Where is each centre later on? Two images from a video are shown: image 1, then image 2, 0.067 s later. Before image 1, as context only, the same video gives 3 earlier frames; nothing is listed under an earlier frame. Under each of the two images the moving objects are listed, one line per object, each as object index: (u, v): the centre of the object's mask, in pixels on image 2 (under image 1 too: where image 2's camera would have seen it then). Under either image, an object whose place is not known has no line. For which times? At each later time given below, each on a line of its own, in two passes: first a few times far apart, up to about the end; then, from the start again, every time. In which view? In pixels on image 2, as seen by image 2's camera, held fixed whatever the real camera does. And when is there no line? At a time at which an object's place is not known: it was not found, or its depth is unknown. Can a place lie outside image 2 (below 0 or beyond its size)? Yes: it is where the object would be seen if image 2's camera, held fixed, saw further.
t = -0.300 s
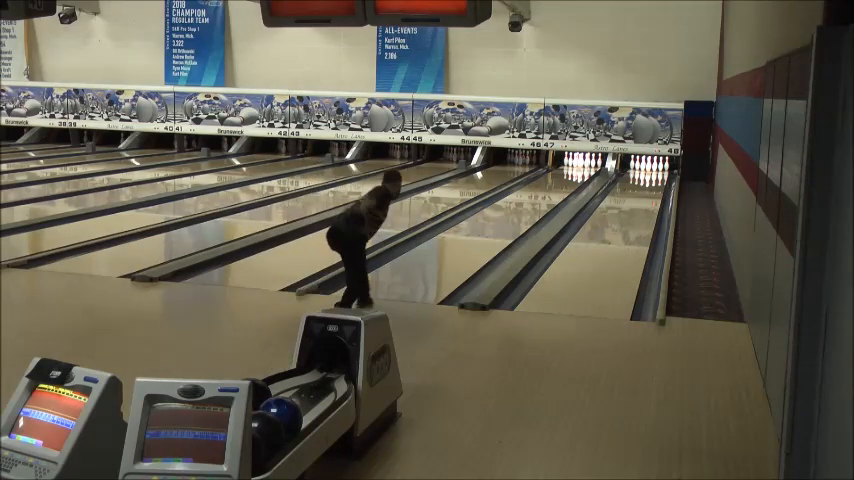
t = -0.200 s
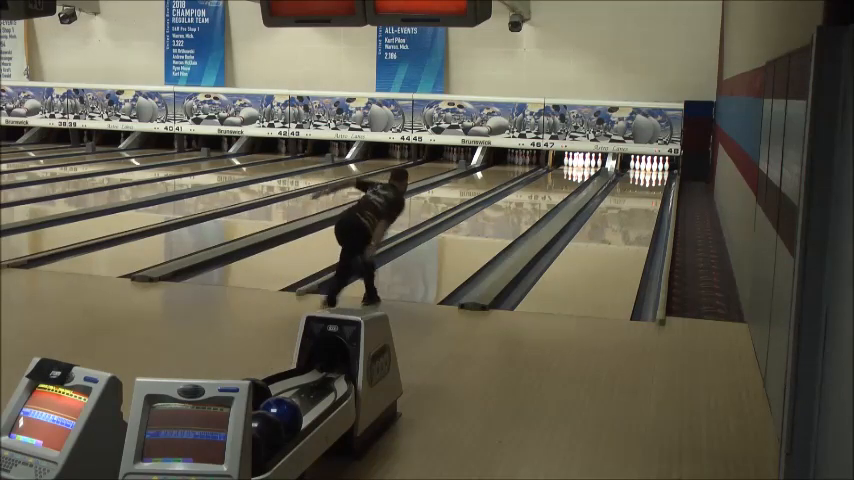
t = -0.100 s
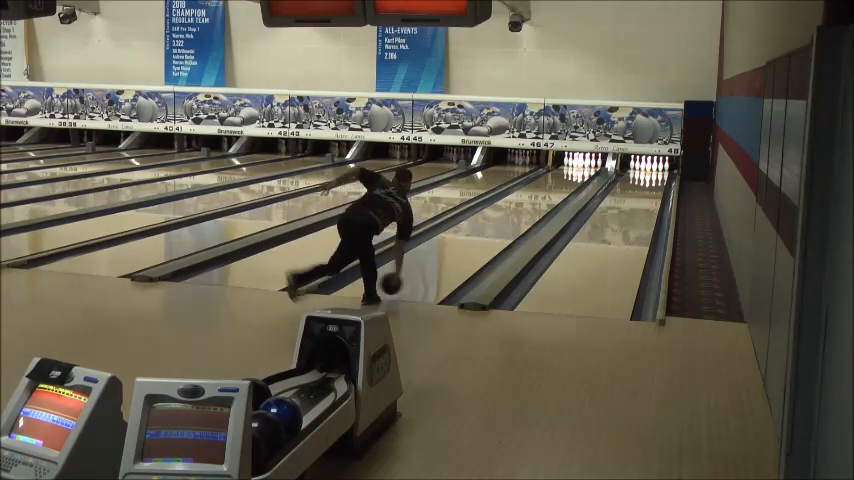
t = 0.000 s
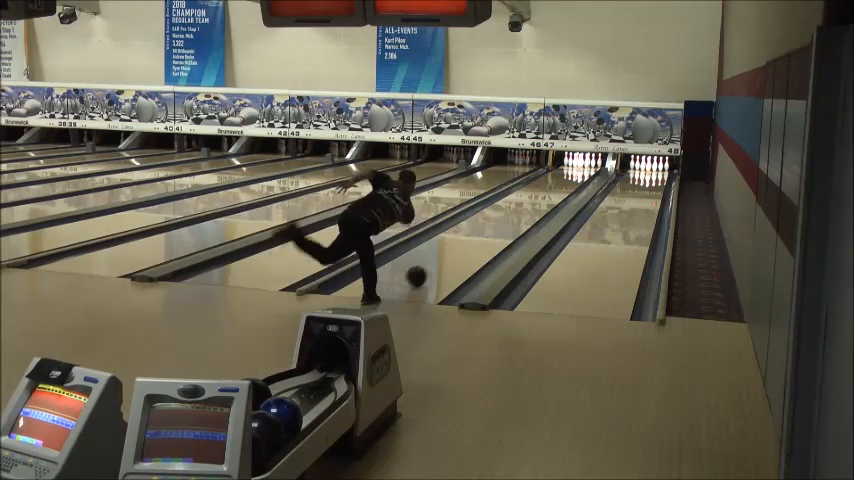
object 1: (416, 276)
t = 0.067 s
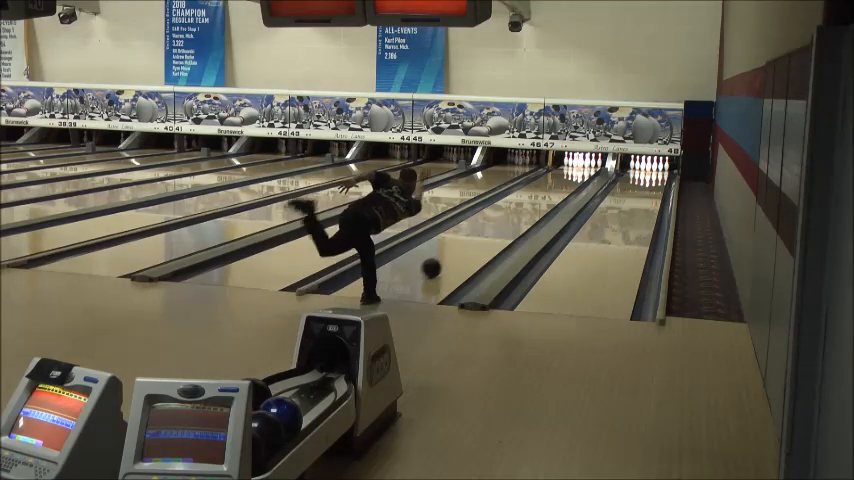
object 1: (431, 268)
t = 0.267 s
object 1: (468, 246)
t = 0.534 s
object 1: (504, 225)
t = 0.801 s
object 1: (530, 209)
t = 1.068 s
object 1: (550, 197)
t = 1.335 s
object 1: (565, 187)
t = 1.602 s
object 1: (575, 179)
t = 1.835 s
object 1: (580, 173)
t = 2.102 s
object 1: (582, 168)
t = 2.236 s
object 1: (582, 165)
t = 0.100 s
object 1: (438, 264)
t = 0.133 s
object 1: (445, 260)
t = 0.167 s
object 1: (451, 256)
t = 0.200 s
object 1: (457, 253)
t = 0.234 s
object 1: (462, 249)
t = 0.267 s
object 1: (468, 246)
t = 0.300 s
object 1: (473, 243)
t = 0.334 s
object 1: (478, 240)
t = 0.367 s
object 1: (483, 238)
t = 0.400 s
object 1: (487, 235)
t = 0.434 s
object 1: (492, 232)
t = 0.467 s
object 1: (496, 230)
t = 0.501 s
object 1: (500, 228)
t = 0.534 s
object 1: (504, 225)
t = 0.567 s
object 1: (507, 223)
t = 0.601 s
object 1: (511, 221)
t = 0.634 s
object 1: (515, 219)
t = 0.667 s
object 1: (518, 217)
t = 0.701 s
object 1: (521, 215)
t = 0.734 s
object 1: (524, 213)
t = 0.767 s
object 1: (527, 211)
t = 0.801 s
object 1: (530, 209)
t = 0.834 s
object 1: (533, 207)
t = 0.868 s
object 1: (536, 205)
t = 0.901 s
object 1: (538, 204)
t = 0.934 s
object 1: (541, 202)
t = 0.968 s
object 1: (543, 201)
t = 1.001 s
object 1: (546, 199)
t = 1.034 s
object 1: (548, 198)
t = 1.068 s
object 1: (550, 197)
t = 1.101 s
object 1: (552, 195)
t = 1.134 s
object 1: (554, 194)
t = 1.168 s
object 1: (556, 193)
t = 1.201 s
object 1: (558, 191)
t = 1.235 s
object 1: (560, 190)
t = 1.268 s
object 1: (562, 189)
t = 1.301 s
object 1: (563, 188)
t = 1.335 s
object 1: (565, 187)
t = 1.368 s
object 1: (566, 186)
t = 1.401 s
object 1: (568, 185)
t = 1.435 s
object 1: (569, 184)
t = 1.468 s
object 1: (570, 183)
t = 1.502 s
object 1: (572, 181)
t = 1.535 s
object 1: (573, 181)
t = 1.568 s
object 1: (574, 180)
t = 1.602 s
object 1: (575, 179)
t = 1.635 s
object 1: (575, 178)
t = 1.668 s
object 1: (577, 177)
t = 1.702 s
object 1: (578, 176)
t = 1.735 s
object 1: (579, 176)
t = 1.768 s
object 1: (579, 175)
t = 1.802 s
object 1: (580, 174)
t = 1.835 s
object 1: (580, 173)
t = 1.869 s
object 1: (580, 172)
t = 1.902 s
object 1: (581, 171)
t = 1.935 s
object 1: (581, 170)
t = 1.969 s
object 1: (582, 170)
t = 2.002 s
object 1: (582, 169)
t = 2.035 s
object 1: (582, 169)
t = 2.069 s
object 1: (582, 168)
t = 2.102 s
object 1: (582, 168)
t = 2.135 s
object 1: (582, 167)
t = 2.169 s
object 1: (582, 167)
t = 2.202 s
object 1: (582, 166)
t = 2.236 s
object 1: (582, 165)
